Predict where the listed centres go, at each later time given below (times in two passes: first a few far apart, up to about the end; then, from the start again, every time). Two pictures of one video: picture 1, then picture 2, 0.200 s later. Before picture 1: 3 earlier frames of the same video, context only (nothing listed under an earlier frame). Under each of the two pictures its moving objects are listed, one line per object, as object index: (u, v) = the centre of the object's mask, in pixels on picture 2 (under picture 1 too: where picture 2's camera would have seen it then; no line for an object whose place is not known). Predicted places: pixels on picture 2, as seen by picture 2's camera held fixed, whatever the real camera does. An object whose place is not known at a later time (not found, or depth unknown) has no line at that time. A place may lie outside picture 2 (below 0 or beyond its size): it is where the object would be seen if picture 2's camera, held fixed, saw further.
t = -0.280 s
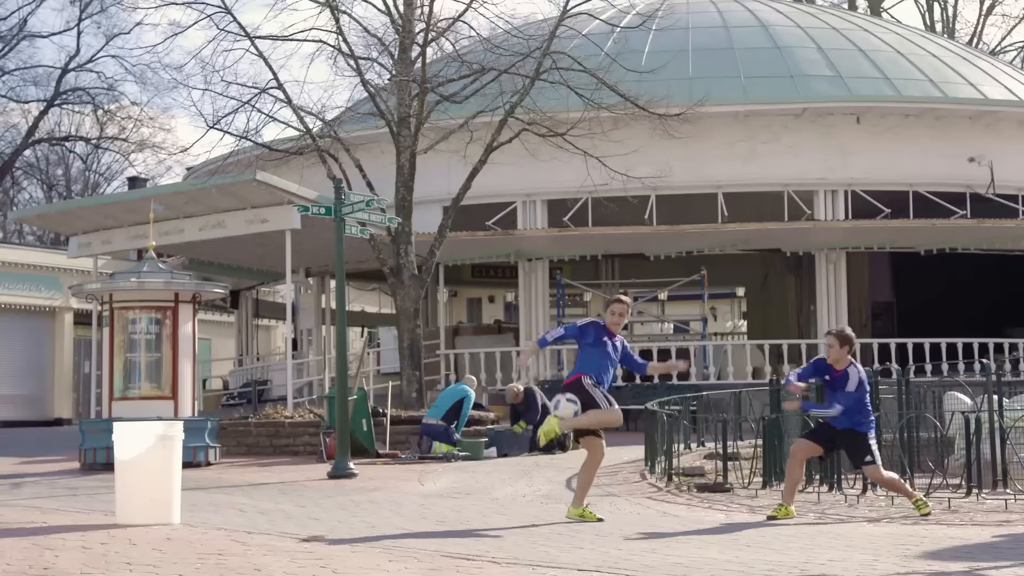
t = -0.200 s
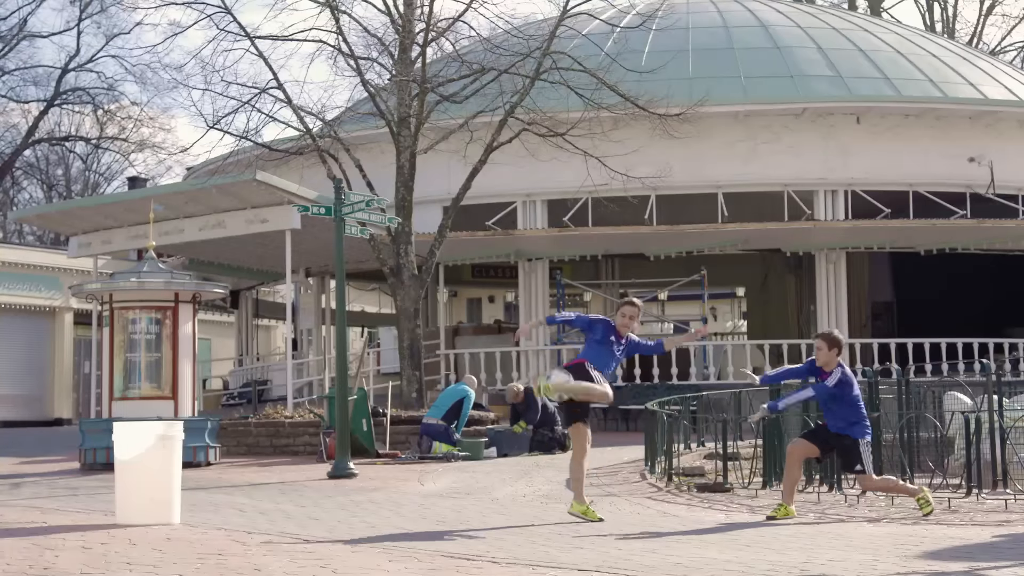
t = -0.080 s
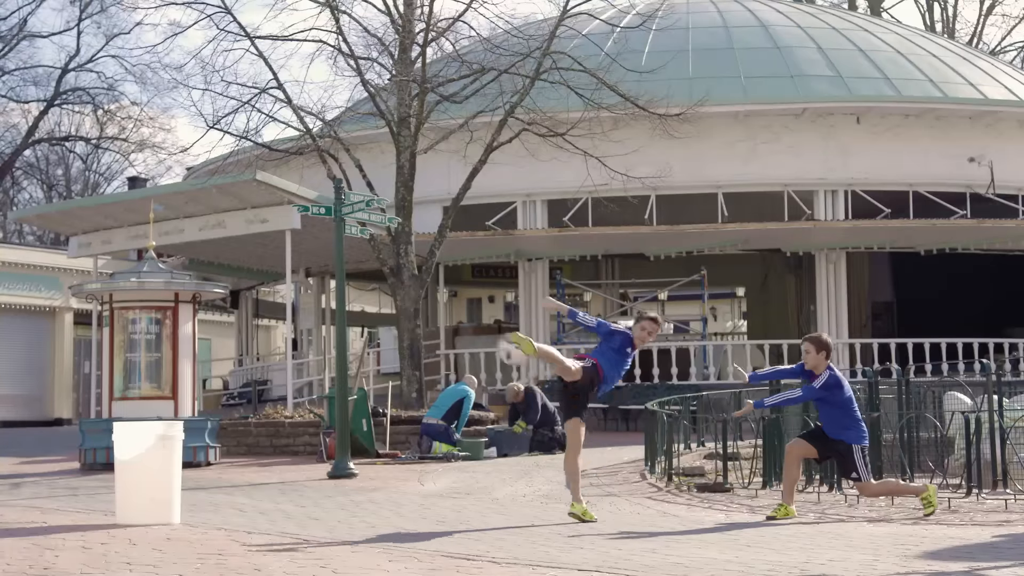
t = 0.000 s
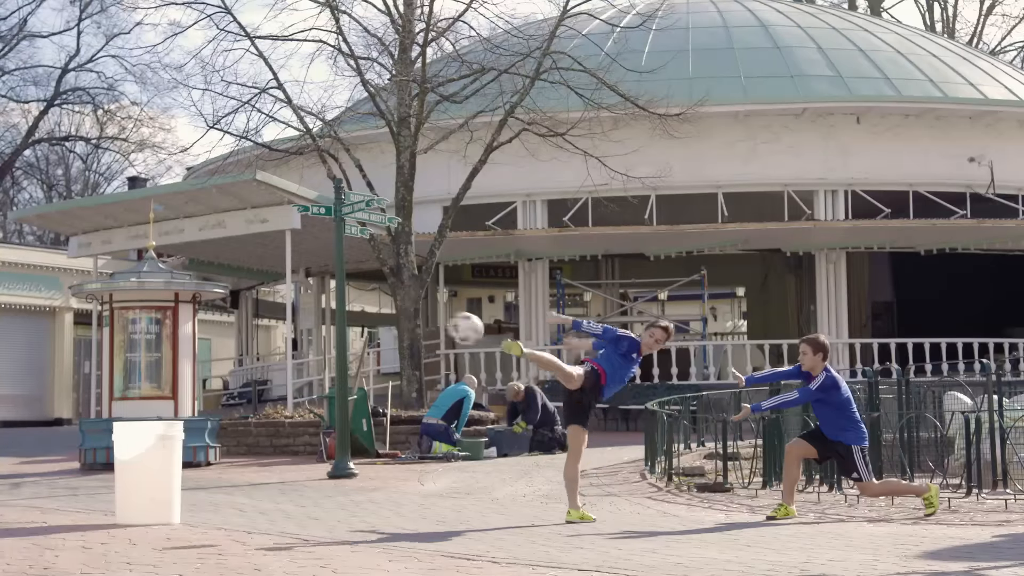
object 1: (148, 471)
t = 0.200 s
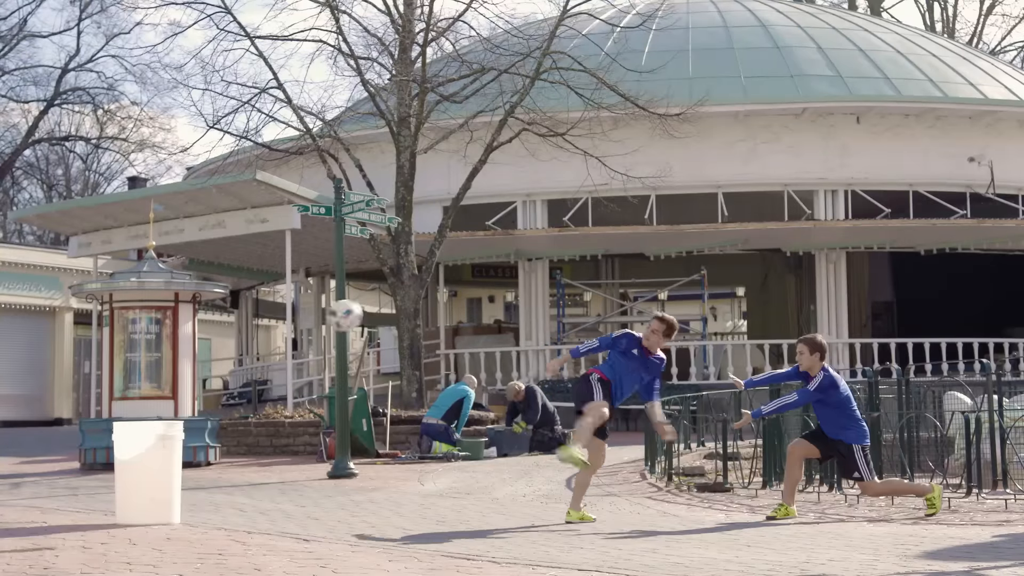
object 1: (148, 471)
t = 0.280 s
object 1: (148, 471)
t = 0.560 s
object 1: (148, 471)
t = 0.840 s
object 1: (139, 471)
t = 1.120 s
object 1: (141, 471)
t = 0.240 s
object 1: (148, 471)
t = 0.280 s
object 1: (148, 471)
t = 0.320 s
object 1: (148, 471)
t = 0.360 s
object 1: (148, 471)
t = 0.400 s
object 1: (148, 471)
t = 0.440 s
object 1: (148, 471)
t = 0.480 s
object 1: (148, 471)
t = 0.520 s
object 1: (148, 472)
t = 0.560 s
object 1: (148, 471)
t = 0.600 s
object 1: (145, 471)
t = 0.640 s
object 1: (142, 470)
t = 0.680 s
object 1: (140, 469)
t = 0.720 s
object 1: (138, 470)
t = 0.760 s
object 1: (138, 470)
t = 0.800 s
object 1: (138, 471)
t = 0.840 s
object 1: (139, 471)
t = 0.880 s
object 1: (141, 471)
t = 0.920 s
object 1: (141, 471)
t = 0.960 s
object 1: (141, 471)
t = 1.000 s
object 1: (140, 471)
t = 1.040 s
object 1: (141, 471)
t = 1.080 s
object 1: (141, 471)
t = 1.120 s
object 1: (141, 471)
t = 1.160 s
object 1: (141, 471)
